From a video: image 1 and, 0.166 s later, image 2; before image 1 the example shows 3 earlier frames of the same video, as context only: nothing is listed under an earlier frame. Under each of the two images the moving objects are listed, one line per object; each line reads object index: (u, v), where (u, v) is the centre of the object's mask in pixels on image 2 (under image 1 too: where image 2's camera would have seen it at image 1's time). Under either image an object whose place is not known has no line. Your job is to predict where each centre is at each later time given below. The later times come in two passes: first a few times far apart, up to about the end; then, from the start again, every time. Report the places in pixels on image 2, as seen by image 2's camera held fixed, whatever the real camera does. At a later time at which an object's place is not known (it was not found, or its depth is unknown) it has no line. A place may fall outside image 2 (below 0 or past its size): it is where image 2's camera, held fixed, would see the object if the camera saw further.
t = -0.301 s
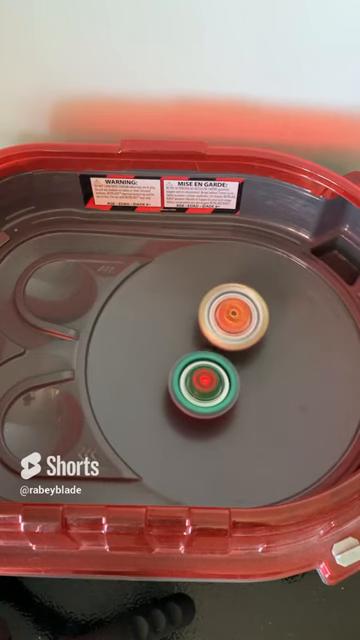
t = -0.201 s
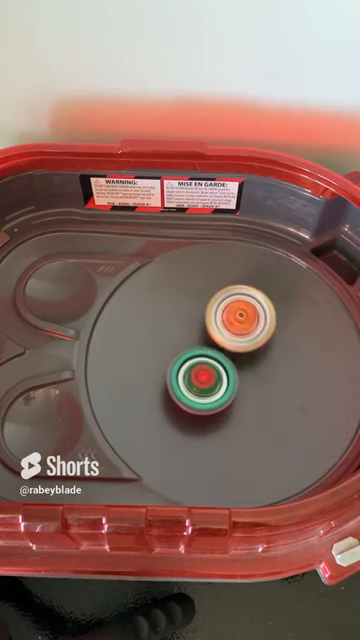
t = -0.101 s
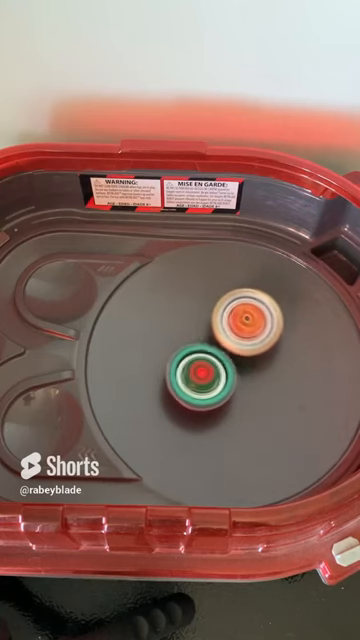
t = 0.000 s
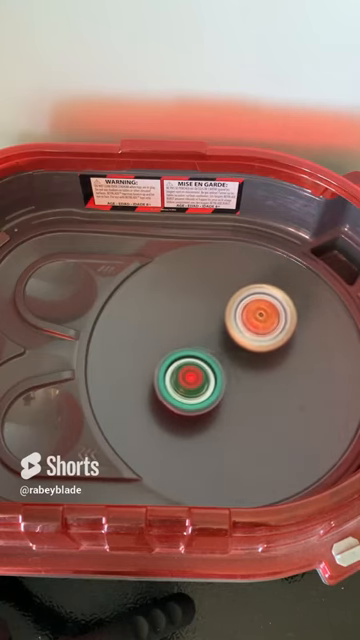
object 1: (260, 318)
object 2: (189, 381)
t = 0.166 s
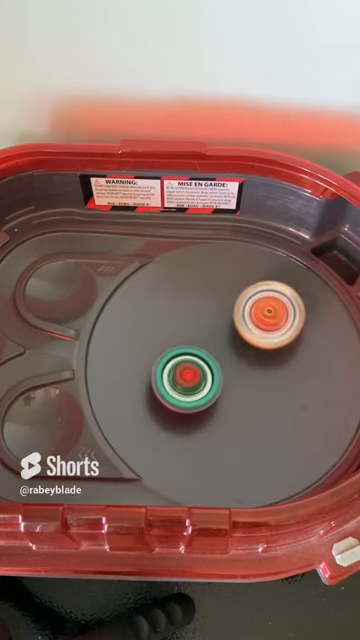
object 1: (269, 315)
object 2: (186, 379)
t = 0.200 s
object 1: (270, 315)
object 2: (186, 378)
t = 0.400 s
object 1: (266, 324)
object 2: (188, 370)
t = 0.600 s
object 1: (268, 344)
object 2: (182, 363)
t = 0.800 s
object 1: (278, 360)
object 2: (168, 361)
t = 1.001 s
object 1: (271, 372)
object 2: (176, 359)
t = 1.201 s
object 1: (259, 384)
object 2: (187, 353)
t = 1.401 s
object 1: (273, 404)
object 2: (174, 330)
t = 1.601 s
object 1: (260, 397)
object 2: (187, 328)
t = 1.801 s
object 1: (239, 391)
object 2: (204, 326)
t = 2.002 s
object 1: (226, 405)
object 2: (212, 312)
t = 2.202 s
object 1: (211, 395)
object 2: (226, 321)
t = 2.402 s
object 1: (182, 401)
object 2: (253, 317)
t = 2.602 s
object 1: (158, 407)
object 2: (272, 316)
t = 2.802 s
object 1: (153, 400)
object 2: (272, 336)
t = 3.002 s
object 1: (159, 381)
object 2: (263, 360)
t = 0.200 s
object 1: (270, 315)
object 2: (186, 378)
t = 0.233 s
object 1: (270, 315)
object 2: (186, 377)
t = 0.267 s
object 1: (269, 316)
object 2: (186, 375)
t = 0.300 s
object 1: (269, 318)
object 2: (187, 374)
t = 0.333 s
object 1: (268, 319)
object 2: (187, 373)
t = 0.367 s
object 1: (267, 322)
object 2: (188, 371)
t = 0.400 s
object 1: (266, 324)
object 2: (188, 370)
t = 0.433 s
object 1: (265, 327)
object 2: (188, 369)
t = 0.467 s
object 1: (264, 330)
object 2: (189, 368)
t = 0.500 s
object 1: (263, 334)
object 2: (189, 366)
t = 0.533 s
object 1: (261, 338)
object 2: (190, 365)
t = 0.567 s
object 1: (261, 341)
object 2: (190, 364)
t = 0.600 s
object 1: (268, 344)
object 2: (182, 363)
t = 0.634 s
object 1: (273, 347)
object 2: (175, 363)
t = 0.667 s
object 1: (276, 350)
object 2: (170, 362)
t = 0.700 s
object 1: (278, 353)
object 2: (168, 362)
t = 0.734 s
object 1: (278, 355)
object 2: (167, 362)
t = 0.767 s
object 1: (278, 358)
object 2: (167, 361)
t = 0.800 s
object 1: (278, 360)
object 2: (168, 361)
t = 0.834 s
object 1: (277, 362)
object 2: (168, 361)
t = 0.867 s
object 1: (276, 364)
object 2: (169, 360)
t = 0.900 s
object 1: (275, 366)
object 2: (171, 360)
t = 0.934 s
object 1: (274, 368)
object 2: (172, 359)
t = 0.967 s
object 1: (273, 370)
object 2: (174, 359)
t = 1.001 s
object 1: (271, 372)
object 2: (176, 359)
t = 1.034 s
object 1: (269, 374)
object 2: (177, 358)
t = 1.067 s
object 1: (267, 376)
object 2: (180, 358)
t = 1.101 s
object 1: (265, 378)
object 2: (182, 357)
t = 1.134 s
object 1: (262, 380)
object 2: (184, 357)
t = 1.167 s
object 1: (260, 381)
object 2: (187, 356)
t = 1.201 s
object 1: (259, 384)
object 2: (187, 353)
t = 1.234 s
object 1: (267, 392)
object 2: (180, 345)
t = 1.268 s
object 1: (272, 398)
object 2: (176, 339)
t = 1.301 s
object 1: (274, 402)
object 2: (173, 336)
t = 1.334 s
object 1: (274, 403)
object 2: (173, 333)
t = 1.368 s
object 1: (274, 404)
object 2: (173, 331)
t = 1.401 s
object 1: (273, 404)
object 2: (174, 330)
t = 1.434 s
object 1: (272, 403)
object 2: (175, 329)
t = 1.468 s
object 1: (270, 402)
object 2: (177, 329)
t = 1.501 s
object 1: (268, 401)
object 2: (180, 328)
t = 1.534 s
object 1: (266, 400)
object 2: (182, 328)
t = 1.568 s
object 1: (263, 399)
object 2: (184, 328)
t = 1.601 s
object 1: (260, 397)
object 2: (187, 328)
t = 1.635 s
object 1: (257, 396)
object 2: (190, 328)
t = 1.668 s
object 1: (253, 394)
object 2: (193, 328)
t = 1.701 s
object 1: (249, 393)
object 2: (196, 328)
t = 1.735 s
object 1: (246, 391)
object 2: (199, 329)
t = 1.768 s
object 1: (242, 390)
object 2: (202, 329)
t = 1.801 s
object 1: (239, 391)
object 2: (204, 326)
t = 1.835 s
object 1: (239, 398)
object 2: (205, 320)
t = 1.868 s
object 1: (237, 402)
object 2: (207, 315)
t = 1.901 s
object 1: (234, 405)
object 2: (208, 313)
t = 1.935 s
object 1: (232, 405)
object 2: (209, 312)
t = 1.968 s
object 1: (229, 405)
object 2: (210, 312)
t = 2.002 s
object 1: (226, 405)
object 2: (212, 312)
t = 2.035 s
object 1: (223, 403)
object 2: (214, 313)
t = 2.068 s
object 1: (220, 402)
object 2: (216, 315)
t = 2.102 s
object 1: (218, 401)
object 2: (219, 316)
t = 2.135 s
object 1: (215, 399)
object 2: (221, 317)
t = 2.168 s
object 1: (213, 397)
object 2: (224, 319)
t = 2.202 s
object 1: (211, 395)
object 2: (226, 321)
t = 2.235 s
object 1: (209, 393)
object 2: (228, 322)
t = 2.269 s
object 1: (207, 391)
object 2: (230, 325)
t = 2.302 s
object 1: (206, 389)
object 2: (232, 327)
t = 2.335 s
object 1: (204, 387)
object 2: (235, 329)
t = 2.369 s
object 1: (194, 393)
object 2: (243, 323)
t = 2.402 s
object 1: (182, 401)
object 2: (253, 317)
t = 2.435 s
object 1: (174, 404)
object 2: (261, 313)
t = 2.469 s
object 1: (168, 406)
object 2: (265, 311)
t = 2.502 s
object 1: (165, 406)
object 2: (268, 311)
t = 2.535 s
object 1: (162, 407)
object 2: (270, 312)
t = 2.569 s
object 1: (160, 407)
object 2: (271, 314)
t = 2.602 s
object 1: (158, 407)
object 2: (272, 316)
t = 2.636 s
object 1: (157, 406)
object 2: (272, 319)
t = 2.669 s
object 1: (156, 406)
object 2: (273, 322)
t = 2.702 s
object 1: (155, 405)
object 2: (273, 325)
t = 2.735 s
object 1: (154, 404)
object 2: (273, 329)
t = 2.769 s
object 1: (153, 402)
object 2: (273, 332)
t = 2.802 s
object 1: (153, 400)
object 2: (272, 336)
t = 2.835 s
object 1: (153, 398)
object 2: (271, 340)
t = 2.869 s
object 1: (154, 395)
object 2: (271, 343)
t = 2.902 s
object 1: (154, 392)
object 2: (269, 348)
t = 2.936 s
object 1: (156, 388)
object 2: (268, 352)
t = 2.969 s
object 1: (158, 385)
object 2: (265, 355)
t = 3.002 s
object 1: (159, 381)
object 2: (263, 360)
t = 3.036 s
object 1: (161, 377)
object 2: (261, 364)
